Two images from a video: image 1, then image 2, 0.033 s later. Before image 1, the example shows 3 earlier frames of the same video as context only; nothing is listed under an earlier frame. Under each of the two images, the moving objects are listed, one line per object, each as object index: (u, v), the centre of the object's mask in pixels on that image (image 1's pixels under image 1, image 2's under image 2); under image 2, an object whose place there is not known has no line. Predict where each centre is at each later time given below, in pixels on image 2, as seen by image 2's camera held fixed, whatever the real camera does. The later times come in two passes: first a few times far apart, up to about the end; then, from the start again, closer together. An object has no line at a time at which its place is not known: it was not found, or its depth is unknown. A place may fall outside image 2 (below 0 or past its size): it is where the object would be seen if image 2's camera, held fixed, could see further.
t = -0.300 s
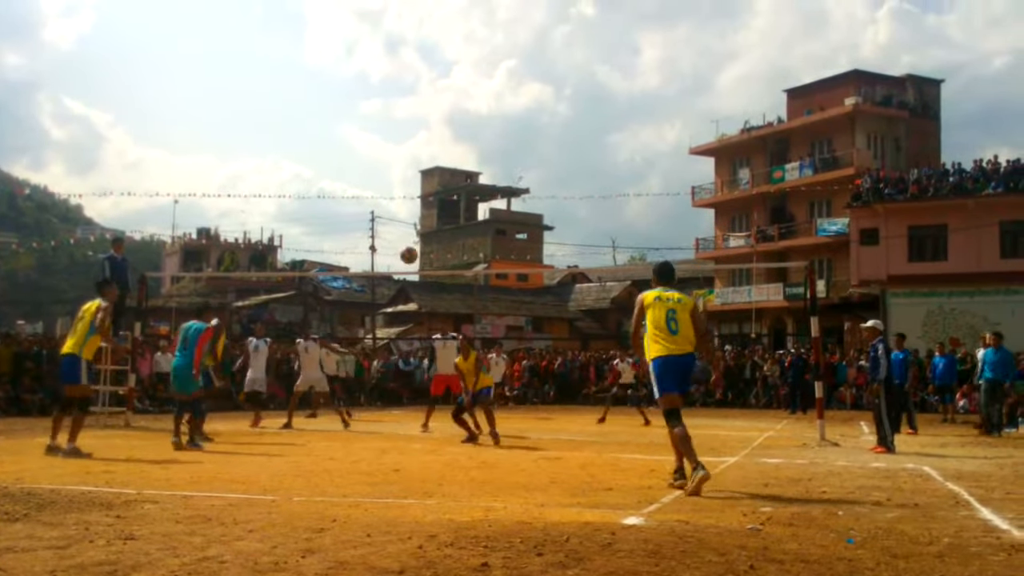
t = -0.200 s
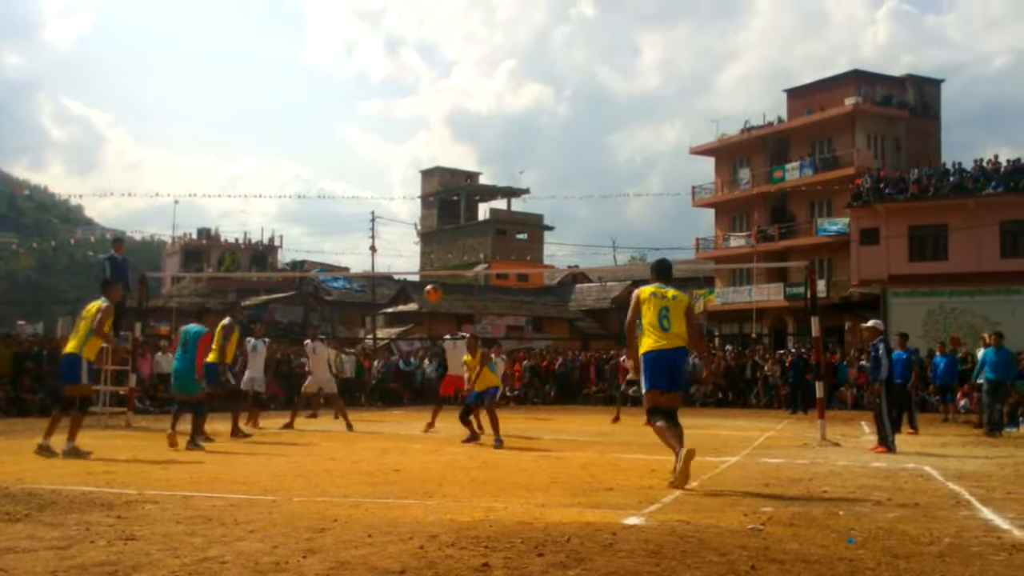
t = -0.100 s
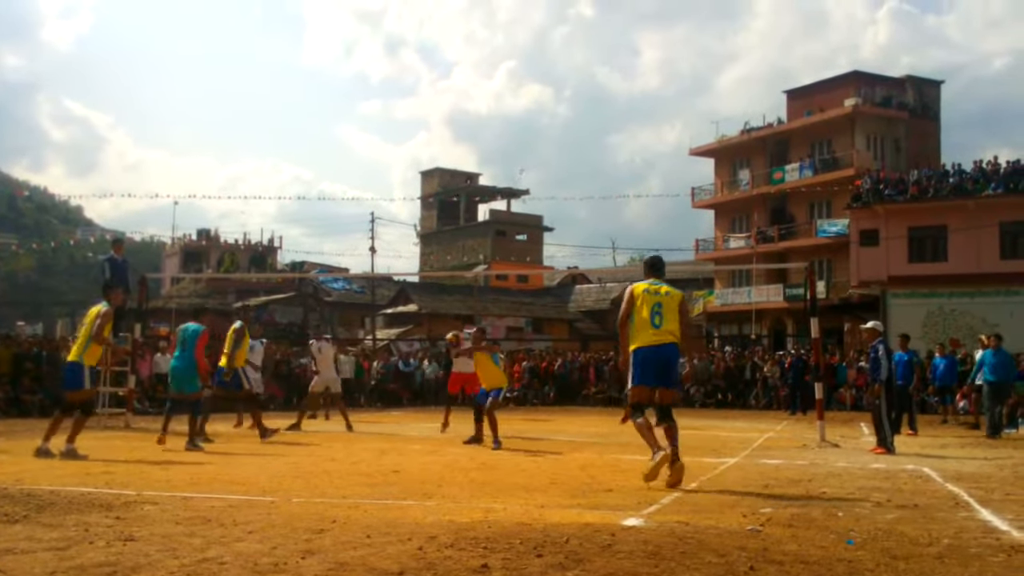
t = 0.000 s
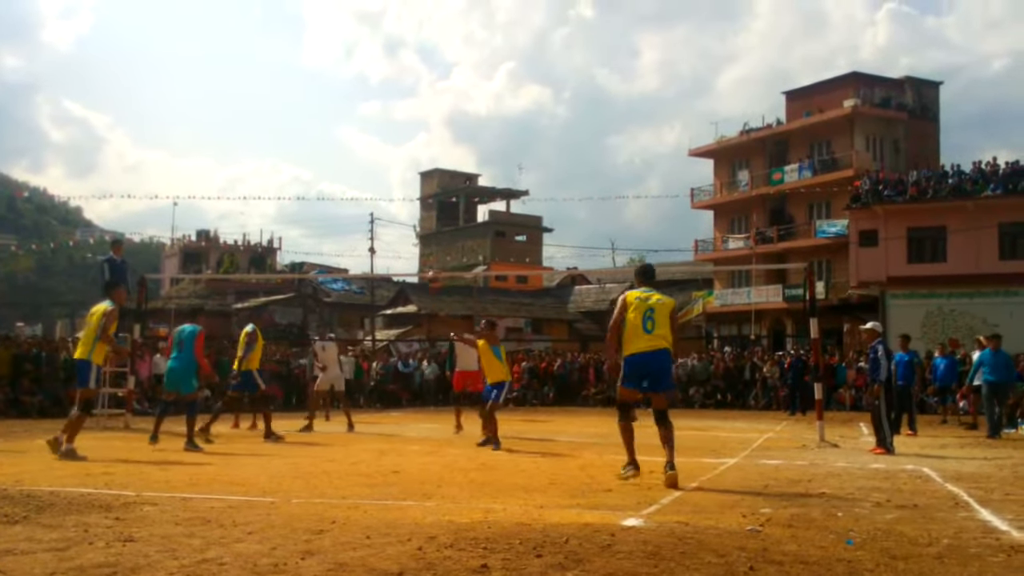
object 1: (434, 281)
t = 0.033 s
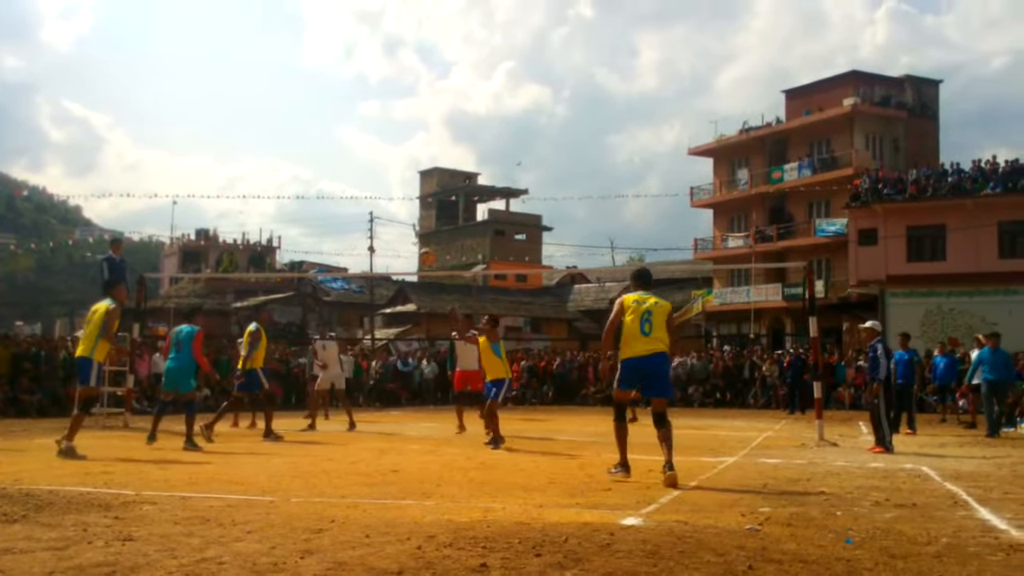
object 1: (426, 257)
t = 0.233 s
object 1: (383, 150)
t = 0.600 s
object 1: (311, 46)
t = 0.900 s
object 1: (257, 37)
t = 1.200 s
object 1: (209, 91)
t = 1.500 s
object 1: (165, 202)
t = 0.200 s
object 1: (390, 166)
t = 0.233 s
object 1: (383, 150)
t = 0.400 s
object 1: (349, 89)
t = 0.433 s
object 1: (342, 80)
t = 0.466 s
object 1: (336, 71)
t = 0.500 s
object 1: (329, 64)
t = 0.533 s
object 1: (323, 57)
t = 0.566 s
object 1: (317, 51)
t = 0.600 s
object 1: (311, 46)
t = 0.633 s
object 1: (305, 41)
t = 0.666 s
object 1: (298, 38)
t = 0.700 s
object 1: (292, 35)
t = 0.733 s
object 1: (286, 34)
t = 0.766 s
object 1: (281, 33)
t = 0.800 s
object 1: (275, 33)
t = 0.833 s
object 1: (269, 33)
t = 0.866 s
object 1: (263, 35)
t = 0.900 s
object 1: (257, 37)
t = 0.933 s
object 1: (251, 40)
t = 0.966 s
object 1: (246, 44)
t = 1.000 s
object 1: (241, 48)
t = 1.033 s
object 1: (235, 54)
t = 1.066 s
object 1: (230, 60)
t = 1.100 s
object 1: (224, 67)
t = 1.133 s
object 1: (219, 74)
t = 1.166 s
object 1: (214, 82)
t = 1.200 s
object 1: (209, 91)
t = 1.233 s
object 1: (203, 101)
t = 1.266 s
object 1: (198, 111)
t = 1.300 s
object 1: (194, 122)
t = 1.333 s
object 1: (189, 134)
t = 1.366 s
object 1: (184, 146)
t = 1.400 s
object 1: (179, 159)
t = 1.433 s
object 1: (174, 173)
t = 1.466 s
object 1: (169, 187)
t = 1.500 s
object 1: (165, 202)
